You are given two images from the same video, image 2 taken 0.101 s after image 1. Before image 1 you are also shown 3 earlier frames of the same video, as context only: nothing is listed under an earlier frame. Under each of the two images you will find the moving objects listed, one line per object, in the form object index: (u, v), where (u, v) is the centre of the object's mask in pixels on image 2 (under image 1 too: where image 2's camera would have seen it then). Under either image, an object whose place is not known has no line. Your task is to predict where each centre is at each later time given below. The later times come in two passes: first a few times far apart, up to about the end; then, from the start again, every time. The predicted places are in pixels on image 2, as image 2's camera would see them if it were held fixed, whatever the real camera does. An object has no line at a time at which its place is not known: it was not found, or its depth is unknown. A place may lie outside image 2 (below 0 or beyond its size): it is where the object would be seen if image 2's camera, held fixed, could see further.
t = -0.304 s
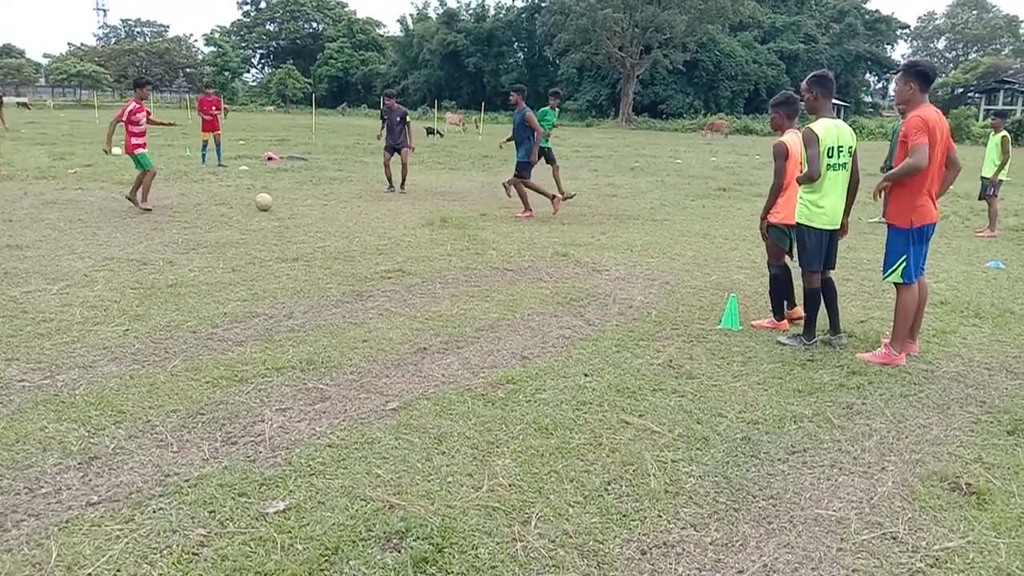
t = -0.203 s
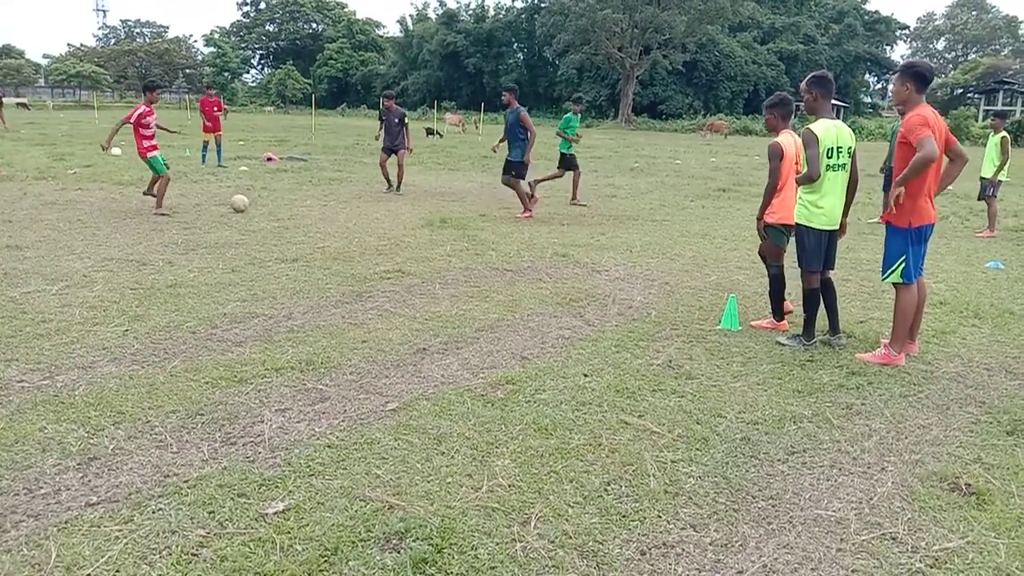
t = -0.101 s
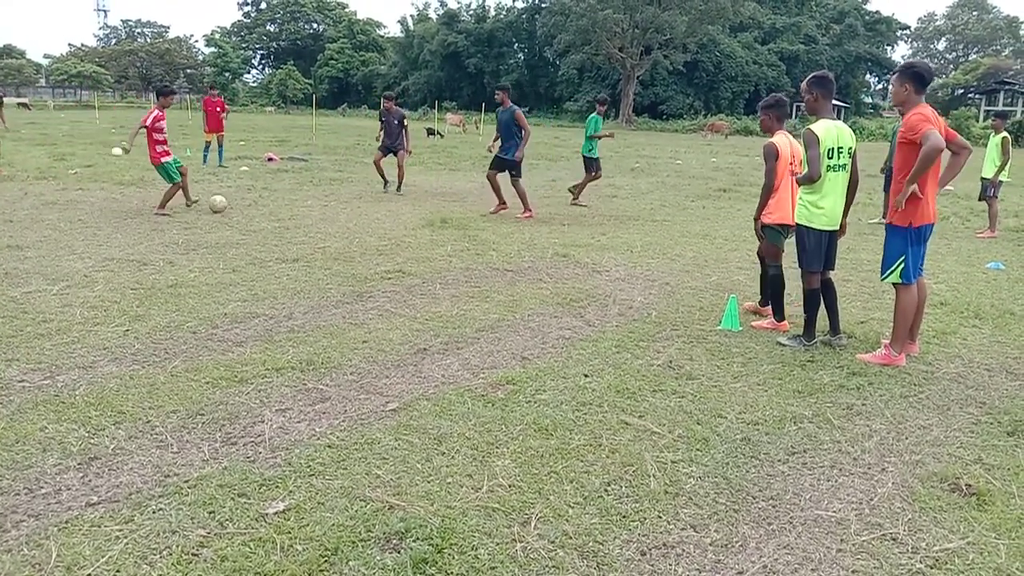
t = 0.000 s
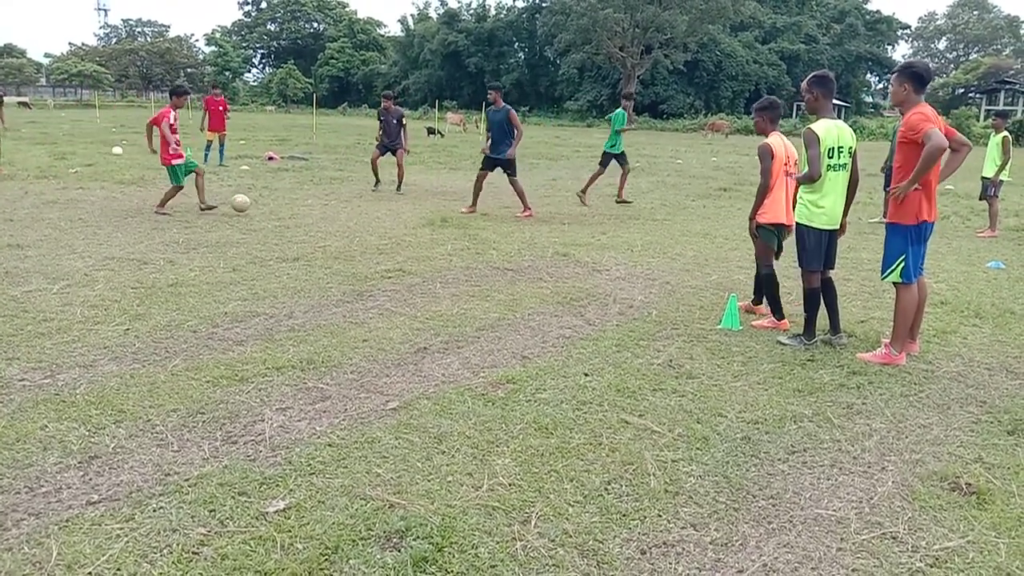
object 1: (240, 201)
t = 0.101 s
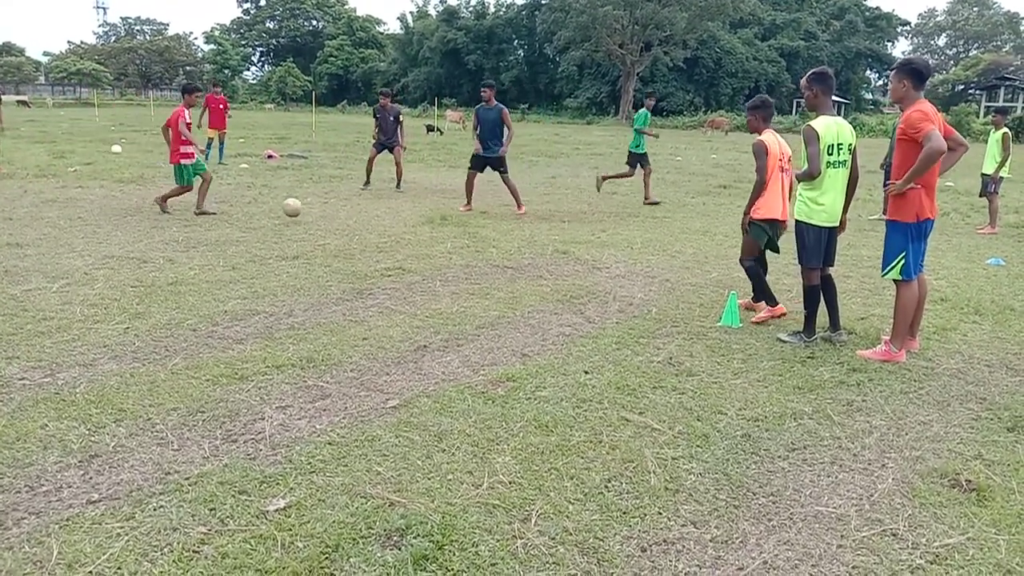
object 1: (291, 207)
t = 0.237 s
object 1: (365, 222)
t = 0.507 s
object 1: (503, 242)
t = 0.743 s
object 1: (609, 257)
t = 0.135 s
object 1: (310, 212)
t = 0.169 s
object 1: (330, 218)
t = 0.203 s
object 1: (348, 221)
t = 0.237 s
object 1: (365, 222)
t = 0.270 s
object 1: (383, 223)
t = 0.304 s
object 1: (401, 226)
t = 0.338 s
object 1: (420, 231)
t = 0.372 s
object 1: (438, 234)
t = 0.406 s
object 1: (454, 234)
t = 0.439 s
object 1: (469, 235)
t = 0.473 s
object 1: (486, 238)
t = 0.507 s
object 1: (503, 242)
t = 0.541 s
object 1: (519, 245)
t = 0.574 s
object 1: (534, 245)
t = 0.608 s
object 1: (548, 246)
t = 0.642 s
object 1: (563, 249)
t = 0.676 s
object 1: (579, 253)
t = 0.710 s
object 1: (593, 256)
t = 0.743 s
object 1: (609, 257)
